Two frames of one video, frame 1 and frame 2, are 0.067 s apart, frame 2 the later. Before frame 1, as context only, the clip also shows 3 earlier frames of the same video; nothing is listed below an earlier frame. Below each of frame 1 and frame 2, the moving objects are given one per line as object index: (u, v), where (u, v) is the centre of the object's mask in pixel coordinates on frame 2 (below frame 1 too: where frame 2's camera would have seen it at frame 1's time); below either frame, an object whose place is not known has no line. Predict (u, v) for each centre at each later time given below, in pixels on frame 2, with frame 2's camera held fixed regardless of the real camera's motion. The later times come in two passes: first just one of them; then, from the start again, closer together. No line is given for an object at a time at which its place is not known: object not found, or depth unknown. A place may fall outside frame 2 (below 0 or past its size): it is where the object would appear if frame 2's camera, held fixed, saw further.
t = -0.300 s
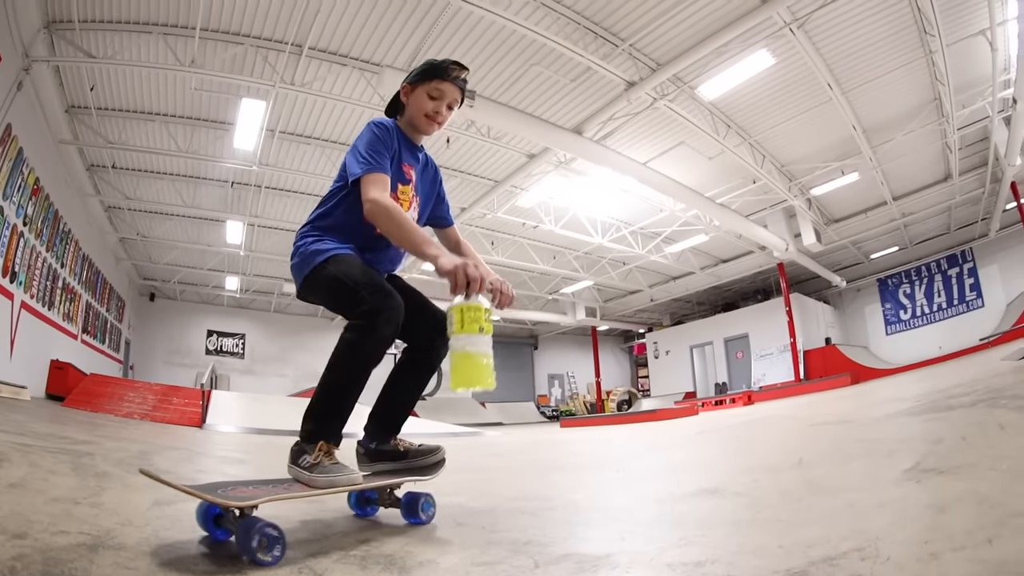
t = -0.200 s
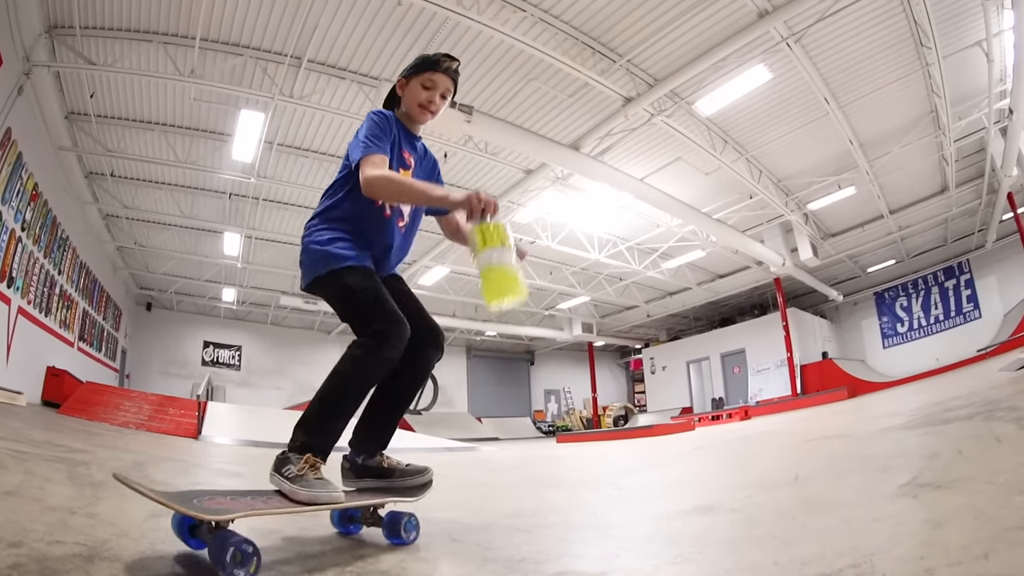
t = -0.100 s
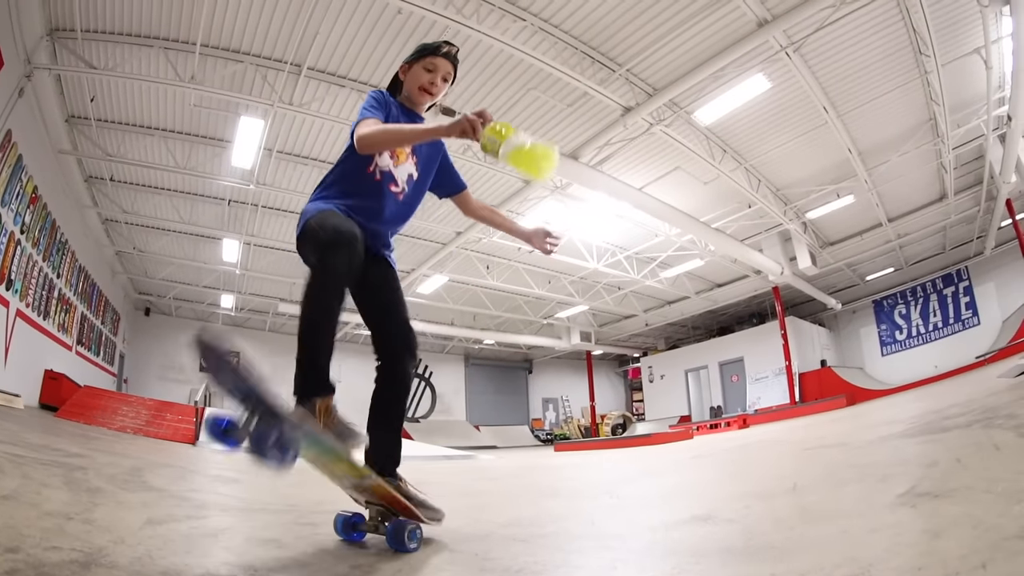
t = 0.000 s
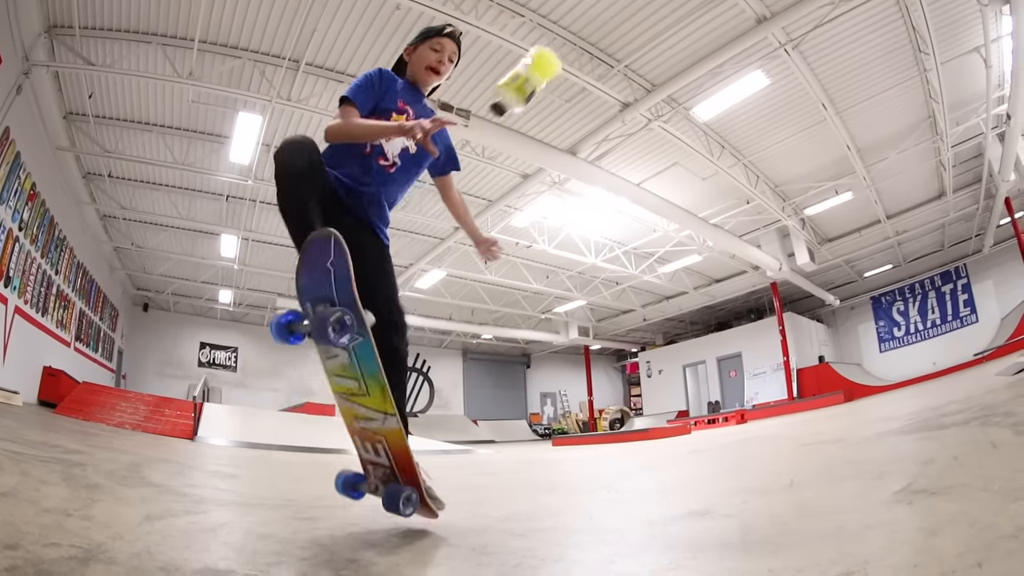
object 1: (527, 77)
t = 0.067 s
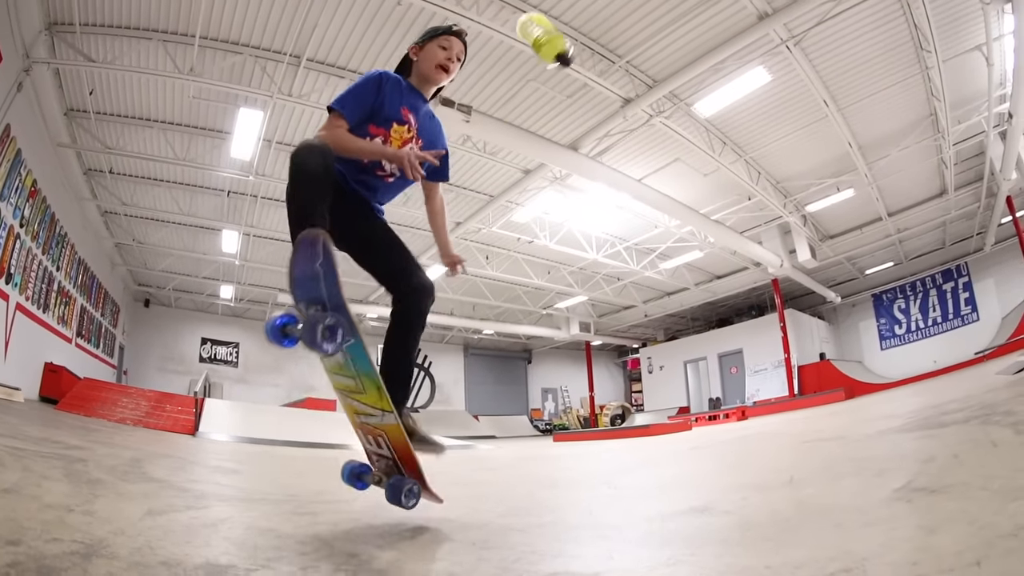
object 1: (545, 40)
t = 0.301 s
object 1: (564, 22)
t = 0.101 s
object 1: (550, 27)
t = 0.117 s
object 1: (552, 22)
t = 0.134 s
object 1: (554, 18)
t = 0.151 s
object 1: (556, 16)
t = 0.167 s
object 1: (557, 15)
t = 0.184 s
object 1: (558, 14)
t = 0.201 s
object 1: (558, 14)
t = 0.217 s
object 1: (559, 14)
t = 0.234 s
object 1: (559, 15)
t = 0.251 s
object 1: (559, 16)
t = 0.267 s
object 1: (560, 18)
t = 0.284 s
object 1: (562, 20)
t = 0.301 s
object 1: (564, 22)
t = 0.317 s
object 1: (567, 25)
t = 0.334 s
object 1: (572, 28)
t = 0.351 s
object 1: (576, 33)
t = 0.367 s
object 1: (580, 38)
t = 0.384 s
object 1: (585, 44)
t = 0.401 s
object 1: (590, 50)
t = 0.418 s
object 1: (595, 58)
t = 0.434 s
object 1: (601, 68)
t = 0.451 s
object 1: (606, 78)
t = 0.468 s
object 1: (611, 90)
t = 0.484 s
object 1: (618, 104)
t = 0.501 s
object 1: (624, 122)
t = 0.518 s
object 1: (631, 141)
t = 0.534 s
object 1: (639, 165)
